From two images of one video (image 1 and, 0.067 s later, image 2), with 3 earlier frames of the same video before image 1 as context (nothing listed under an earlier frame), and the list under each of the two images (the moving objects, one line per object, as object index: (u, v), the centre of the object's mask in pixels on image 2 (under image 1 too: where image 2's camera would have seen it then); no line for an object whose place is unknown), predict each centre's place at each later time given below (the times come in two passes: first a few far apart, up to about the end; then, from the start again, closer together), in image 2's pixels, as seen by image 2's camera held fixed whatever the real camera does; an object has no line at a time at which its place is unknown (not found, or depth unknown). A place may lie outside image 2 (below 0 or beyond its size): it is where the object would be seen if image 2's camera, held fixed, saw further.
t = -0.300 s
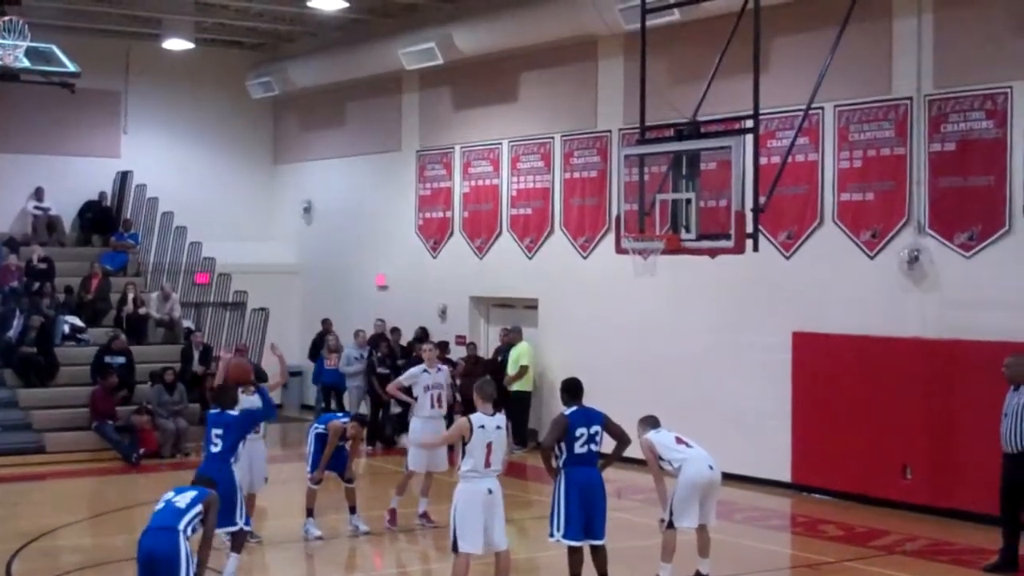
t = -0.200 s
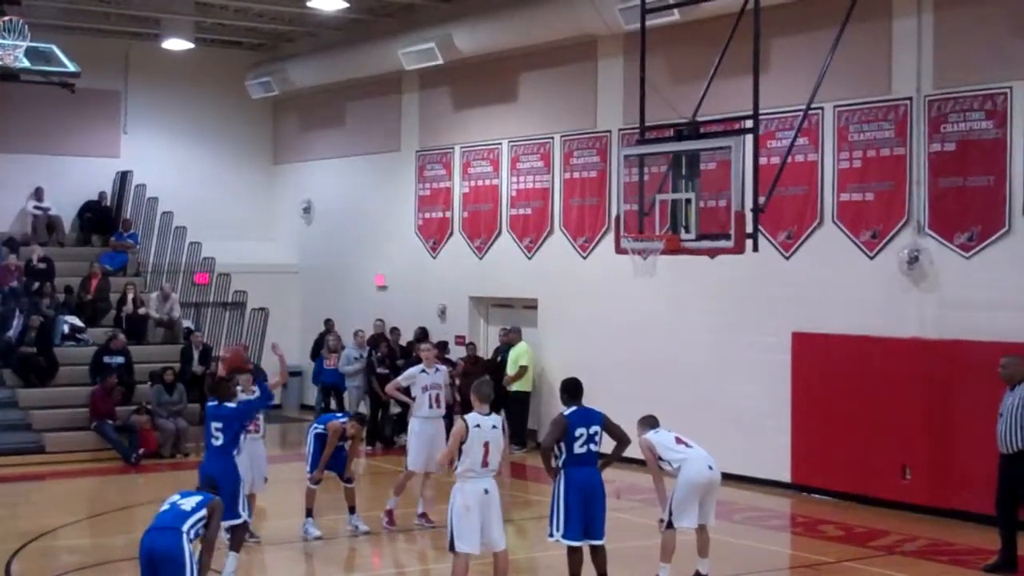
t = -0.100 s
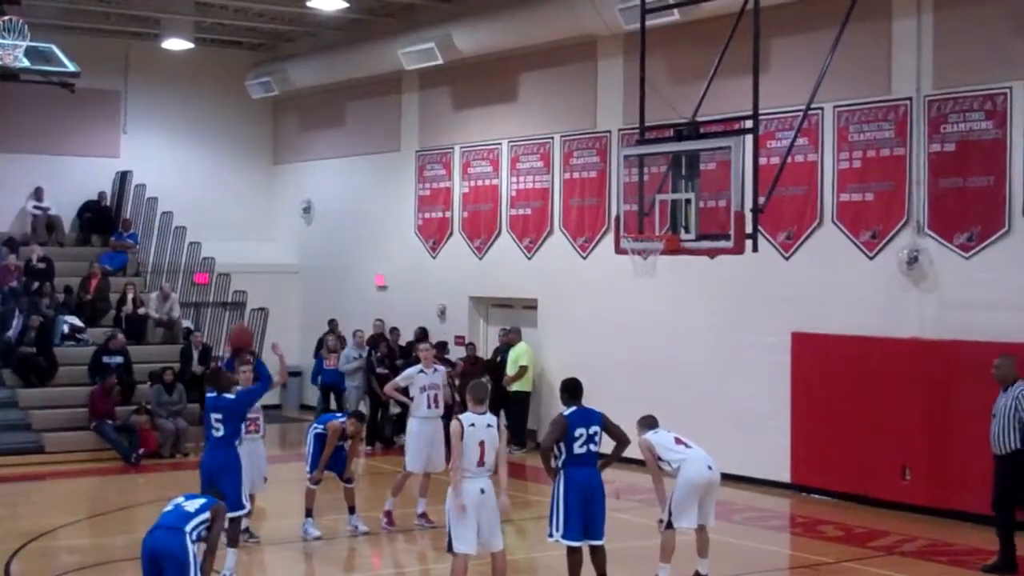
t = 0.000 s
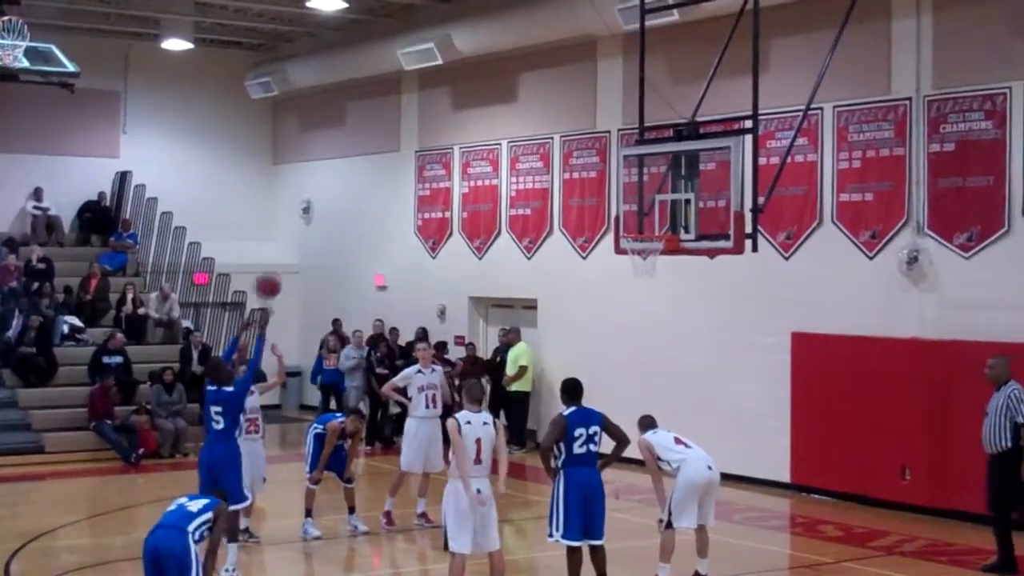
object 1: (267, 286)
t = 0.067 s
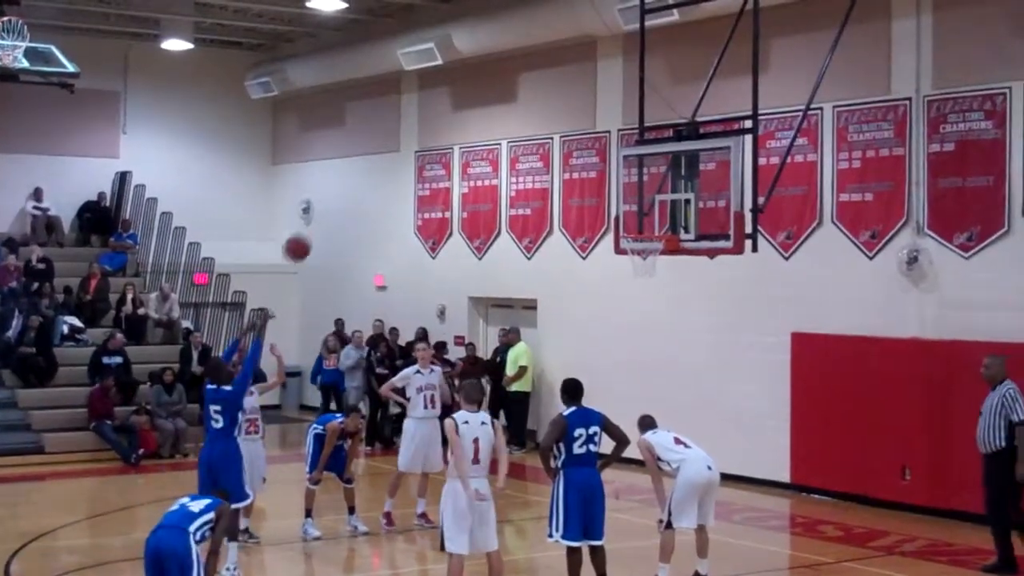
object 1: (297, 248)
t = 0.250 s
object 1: (375, 172)
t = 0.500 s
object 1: (474, 132)
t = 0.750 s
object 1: (565, 157)
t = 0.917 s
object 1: (622, 209)
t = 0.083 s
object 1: (304, 240)
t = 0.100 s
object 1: (311, 231)
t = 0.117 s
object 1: (319, 223)
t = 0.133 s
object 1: (326, 216)
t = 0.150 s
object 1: (333, 209)
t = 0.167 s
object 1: (340, 202)
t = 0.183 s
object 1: (347, 195)
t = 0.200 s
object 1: (354, 189)
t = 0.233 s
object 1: (368, 177)
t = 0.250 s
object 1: (375, 172)
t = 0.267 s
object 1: (382, 168)
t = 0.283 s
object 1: (389, 164)
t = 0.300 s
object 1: (396, 160)
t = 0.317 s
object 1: (402, 155)
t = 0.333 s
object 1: (409, 152)
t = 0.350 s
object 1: (416, 149)
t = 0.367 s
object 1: (422, 145)
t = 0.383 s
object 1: (429, 143)
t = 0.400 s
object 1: (435, 140)
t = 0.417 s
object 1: (442, 138)
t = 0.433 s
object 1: (448, 136)
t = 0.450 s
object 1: (455, 135)
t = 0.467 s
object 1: (461, 134)
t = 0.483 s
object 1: (468, 133)
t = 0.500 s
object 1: (474, 132)
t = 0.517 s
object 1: (480, 132)
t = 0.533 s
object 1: (487, 131)
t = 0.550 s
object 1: (493, 132)
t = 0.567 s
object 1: (499, 133)
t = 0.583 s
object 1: (505, 133)
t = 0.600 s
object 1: (511, 134)
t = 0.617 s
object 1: (517, 136)
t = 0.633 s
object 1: (524, 137)
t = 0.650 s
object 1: (530, 139)
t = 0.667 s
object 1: (536, 141)
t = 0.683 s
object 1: (542, 144)
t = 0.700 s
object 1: (548, 148)
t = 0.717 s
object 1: (553, 150)
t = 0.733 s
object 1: (559, 153)
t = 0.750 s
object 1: (565, 157)
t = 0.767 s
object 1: (571, 161)
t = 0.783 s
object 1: (577, 165)
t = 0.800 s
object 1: (583, 169)
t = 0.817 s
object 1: (590, 173)
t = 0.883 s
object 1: (613, 195)
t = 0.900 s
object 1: (618, 202)
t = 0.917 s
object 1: (622, 209)
